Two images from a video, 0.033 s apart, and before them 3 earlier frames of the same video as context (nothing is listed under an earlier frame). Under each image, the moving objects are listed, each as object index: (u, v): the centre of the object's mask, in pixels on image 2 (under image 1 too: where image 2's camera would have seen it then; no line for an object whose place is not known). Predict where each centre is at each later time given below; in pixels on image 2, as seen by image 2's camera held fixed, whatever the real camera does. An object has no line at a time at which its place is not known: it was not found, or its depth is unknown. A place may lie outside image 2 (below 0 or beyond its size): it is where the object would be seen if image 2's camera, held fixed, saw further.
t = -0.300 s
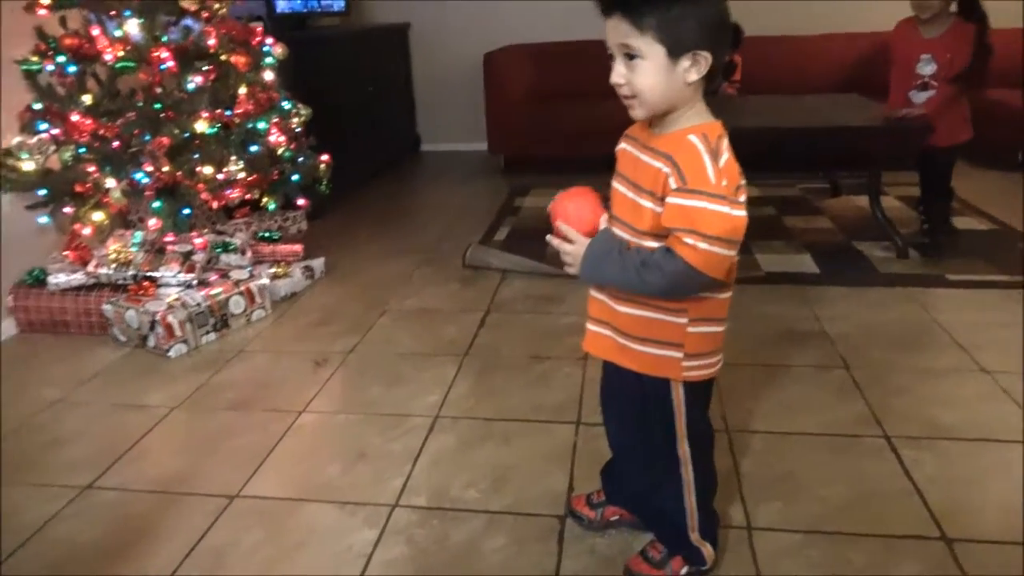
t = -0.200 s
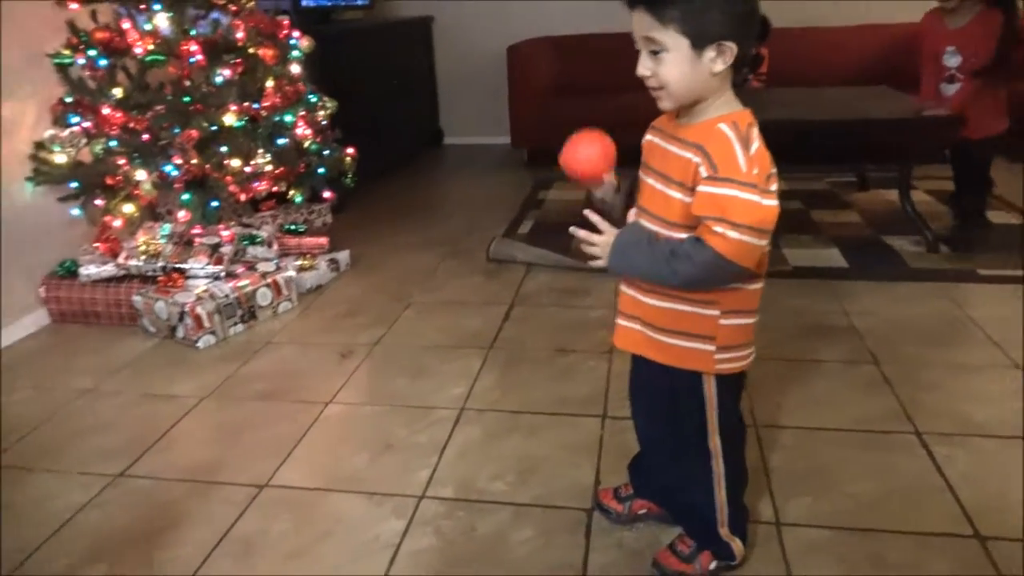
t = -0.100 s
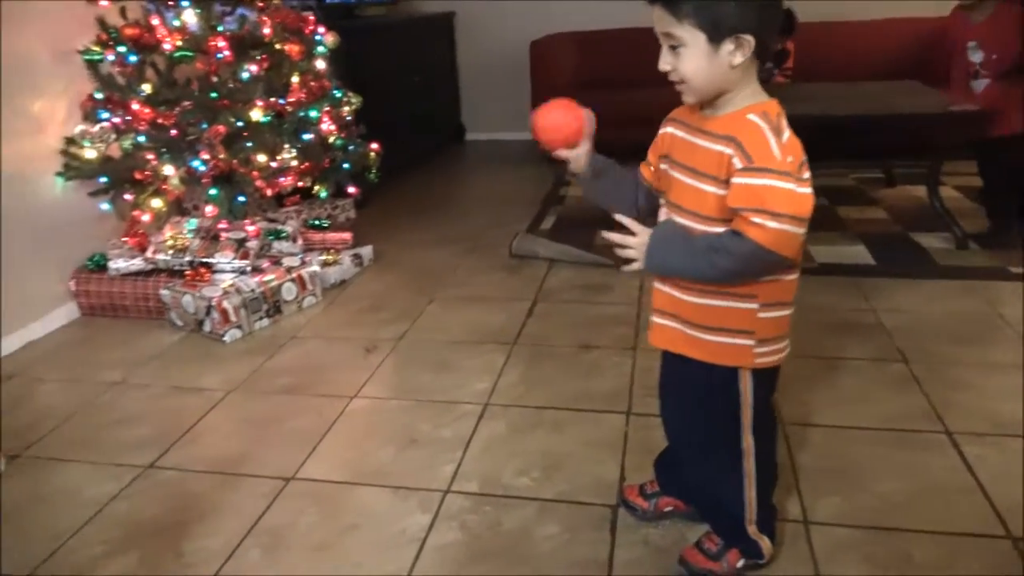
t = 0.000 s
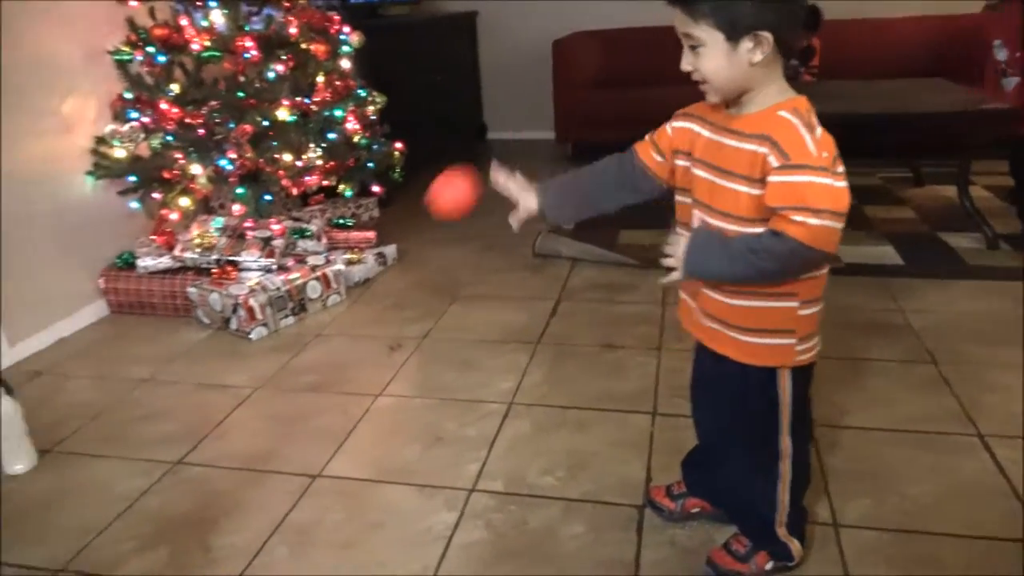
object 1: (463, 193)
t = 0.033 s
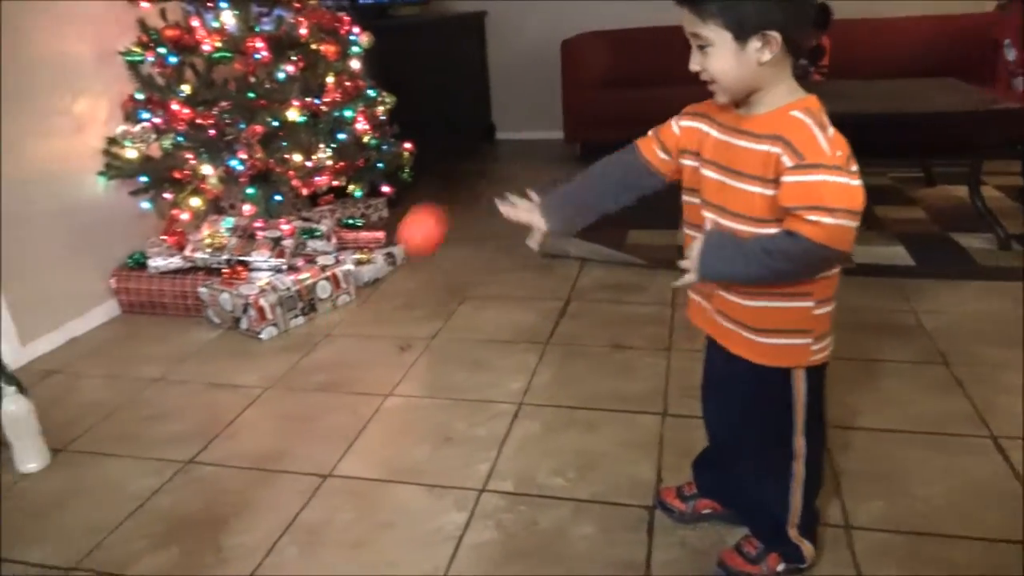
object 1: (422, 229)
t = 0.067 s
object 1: (384, 274)
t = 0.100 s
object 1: (350, 319)
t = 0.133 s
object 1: (319, 367)
